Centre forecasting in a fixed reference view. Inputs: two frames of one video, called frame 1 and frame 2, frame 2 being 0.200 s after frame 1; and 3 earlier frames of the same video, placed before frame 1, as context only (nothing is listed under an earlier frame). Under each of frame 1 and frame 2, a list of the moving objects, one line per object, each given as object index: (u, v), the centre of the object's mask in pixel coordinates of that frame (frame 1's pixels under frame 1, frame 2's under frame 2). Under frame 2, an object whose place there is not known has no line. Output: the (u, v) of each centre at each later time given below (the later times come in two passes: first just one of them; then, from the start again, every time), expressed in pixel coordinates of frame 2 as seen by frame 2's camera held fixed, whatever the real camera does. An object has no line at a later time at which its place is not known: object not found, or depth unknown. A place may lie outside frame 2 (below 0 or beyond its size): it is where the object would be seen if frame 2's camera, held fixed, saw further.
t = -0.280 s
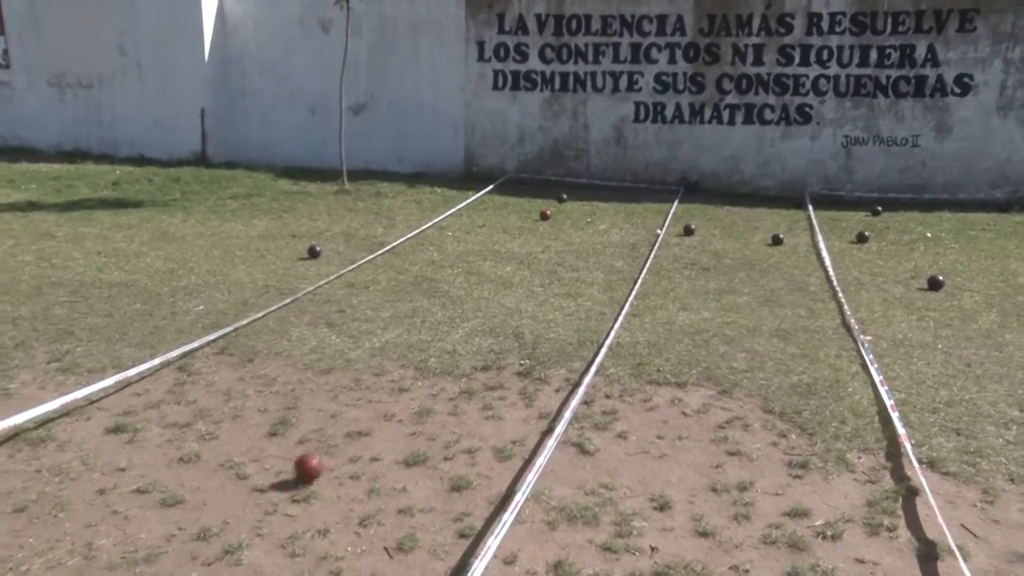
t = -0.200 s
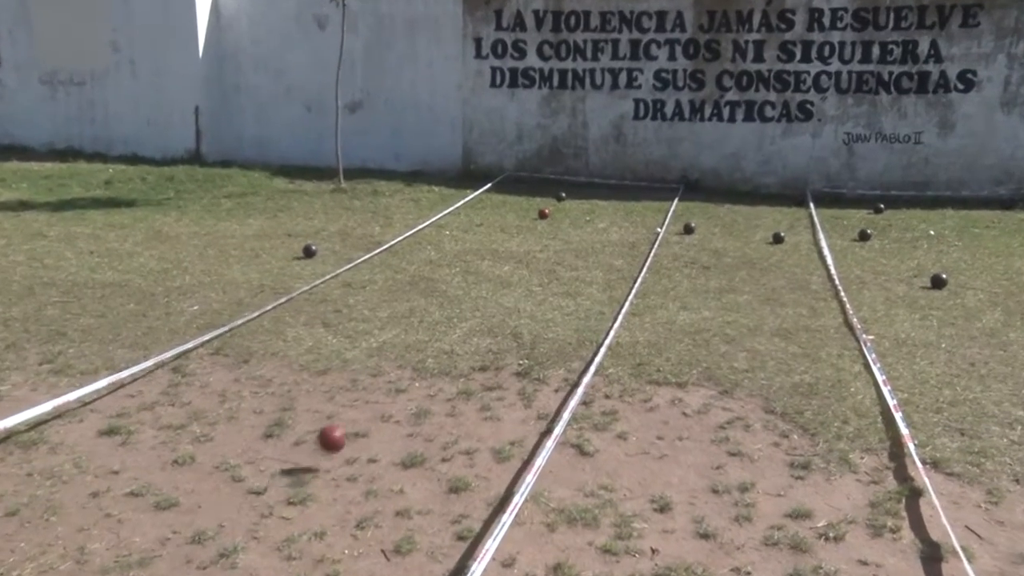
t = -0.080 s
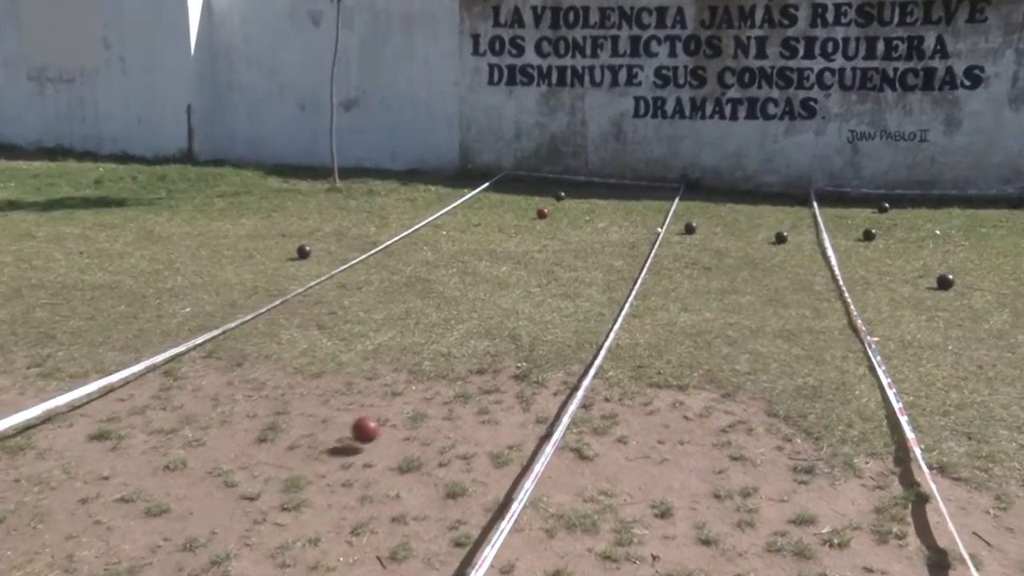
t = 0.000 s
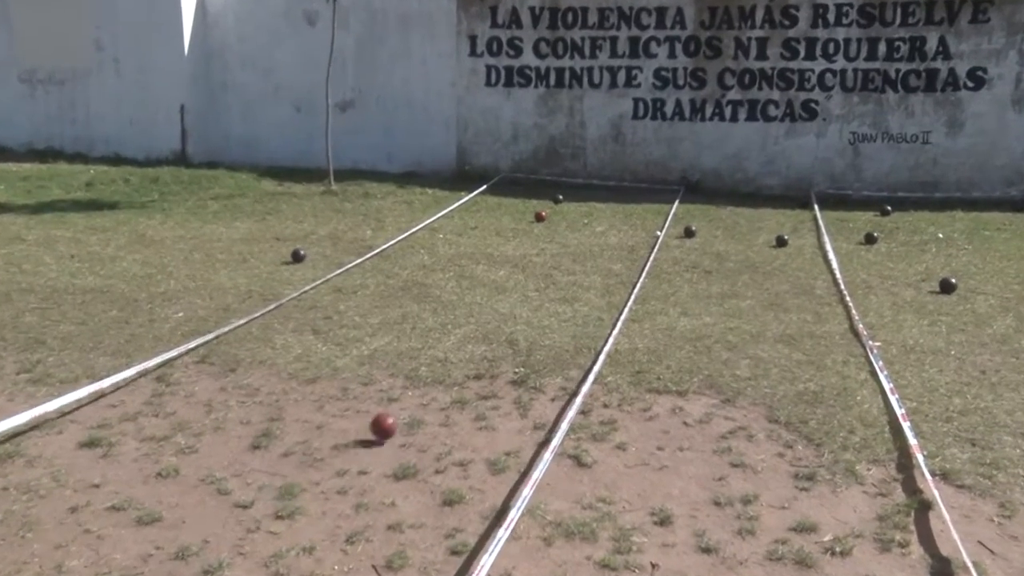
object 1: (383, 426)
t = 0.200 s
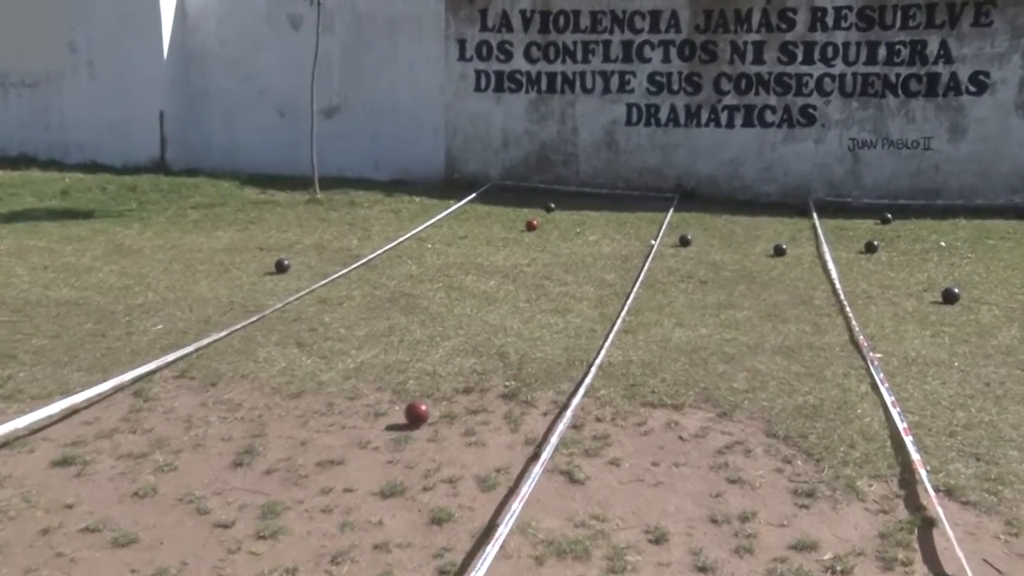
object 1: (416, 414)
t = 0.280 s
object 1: (431, 401)
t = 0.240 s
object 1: (424, 407)
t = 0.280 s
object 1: (431, 401)
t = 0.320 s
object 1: (438, 398)
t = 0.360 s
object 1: (444, 392)
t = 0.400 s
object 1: (450, 386)
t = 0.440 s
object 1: (456, 380)
